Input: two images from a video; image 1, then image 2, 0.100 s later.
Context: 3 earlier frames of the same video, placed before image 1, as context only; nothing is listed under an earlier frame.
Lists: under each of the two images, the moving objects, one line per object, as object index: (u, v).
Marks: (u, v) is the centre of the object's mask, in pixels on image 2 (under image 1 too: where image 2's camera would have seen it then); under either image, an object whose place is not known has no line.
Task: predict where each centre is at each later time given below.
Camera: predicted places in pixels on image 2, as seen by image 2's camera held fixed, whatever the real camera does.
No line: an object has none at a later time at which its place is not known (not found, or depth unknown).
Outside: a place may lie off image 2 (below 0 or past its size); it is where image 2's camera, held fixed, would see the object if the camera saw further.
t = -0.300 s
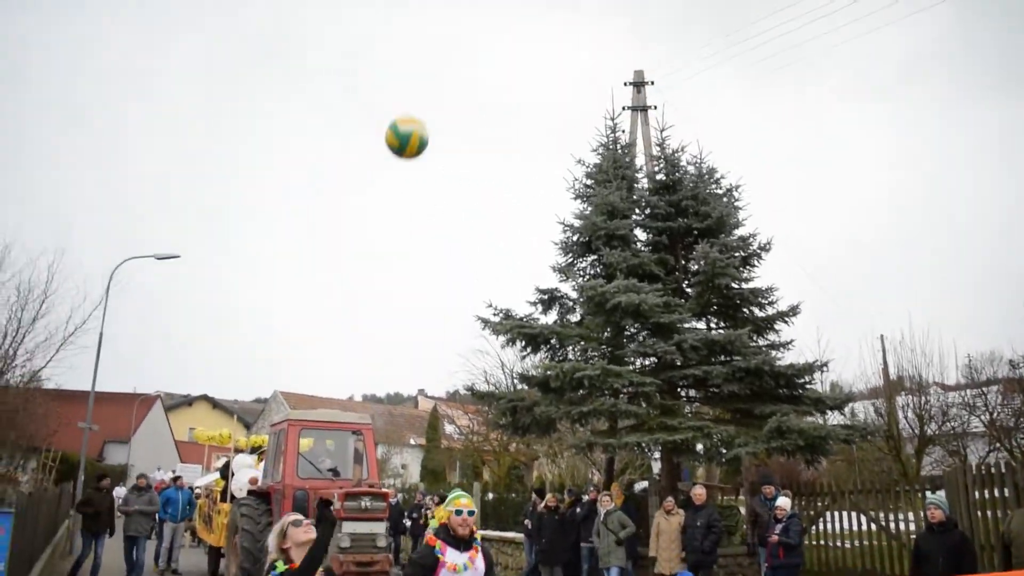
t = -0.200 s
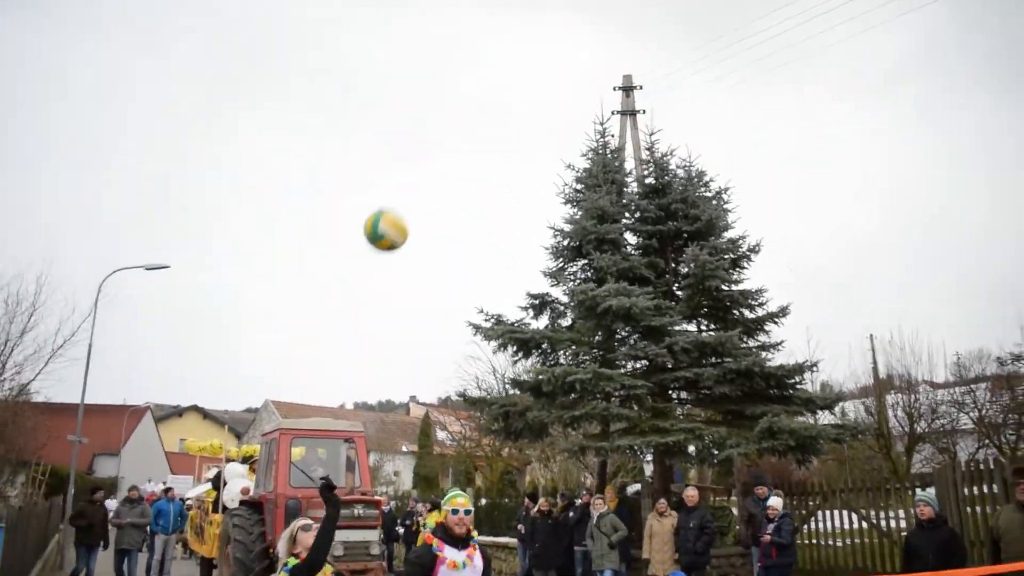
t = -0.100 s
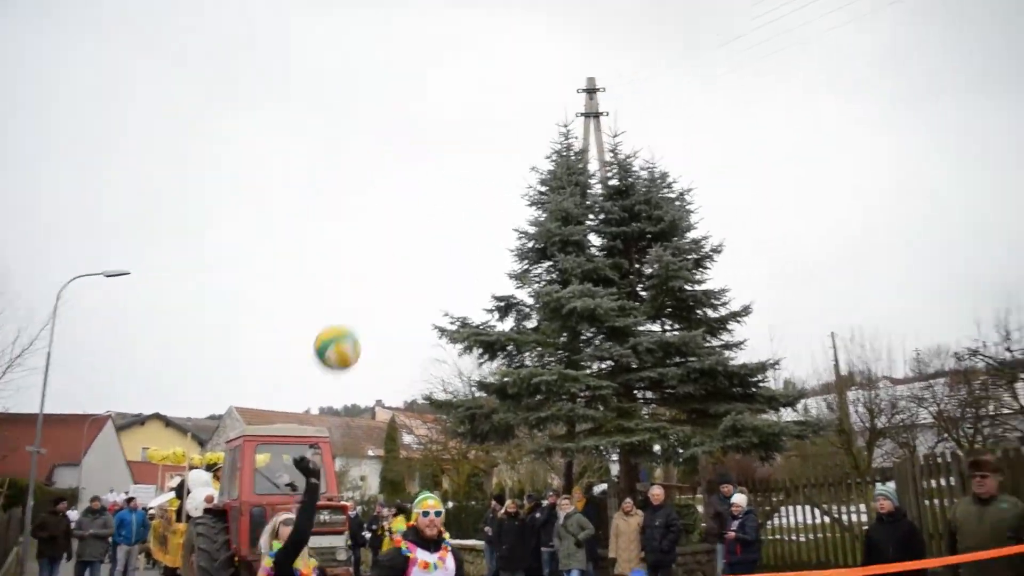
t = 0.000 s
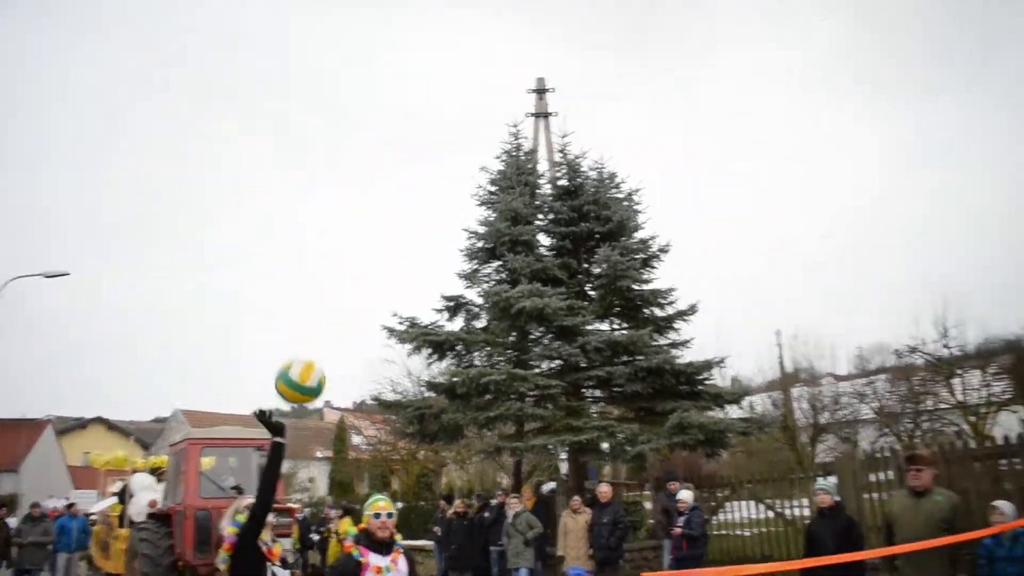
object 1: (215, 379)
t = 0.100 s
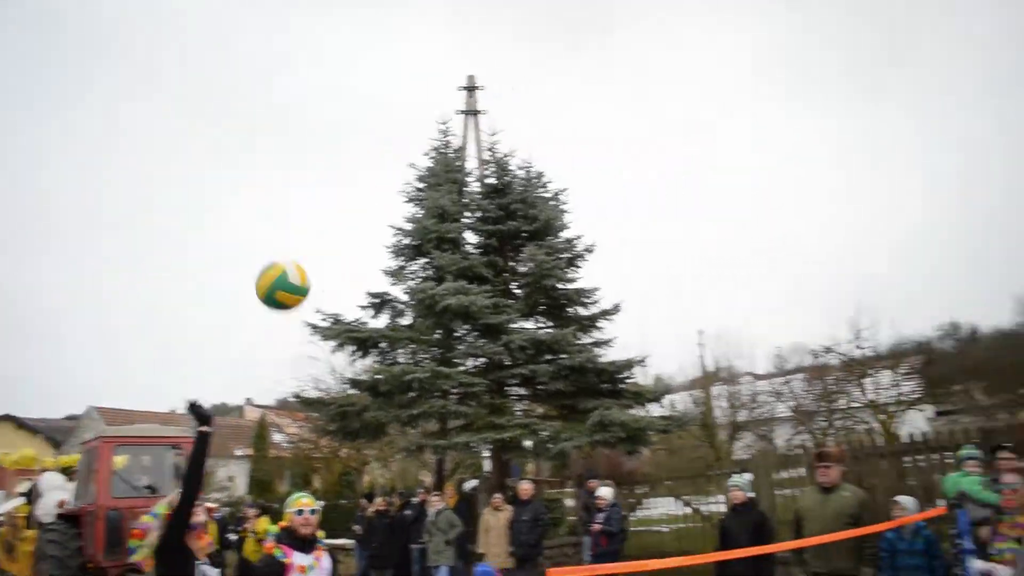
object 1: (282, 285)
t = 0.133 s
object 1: (306, 256)
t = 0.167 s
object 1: (329, 229)
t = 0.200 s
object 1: (352, 204)
